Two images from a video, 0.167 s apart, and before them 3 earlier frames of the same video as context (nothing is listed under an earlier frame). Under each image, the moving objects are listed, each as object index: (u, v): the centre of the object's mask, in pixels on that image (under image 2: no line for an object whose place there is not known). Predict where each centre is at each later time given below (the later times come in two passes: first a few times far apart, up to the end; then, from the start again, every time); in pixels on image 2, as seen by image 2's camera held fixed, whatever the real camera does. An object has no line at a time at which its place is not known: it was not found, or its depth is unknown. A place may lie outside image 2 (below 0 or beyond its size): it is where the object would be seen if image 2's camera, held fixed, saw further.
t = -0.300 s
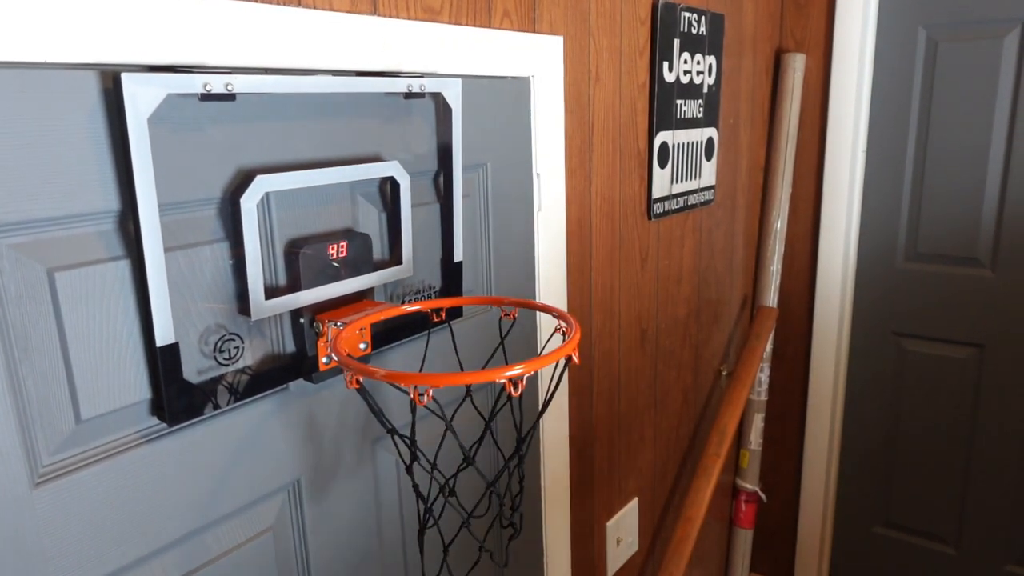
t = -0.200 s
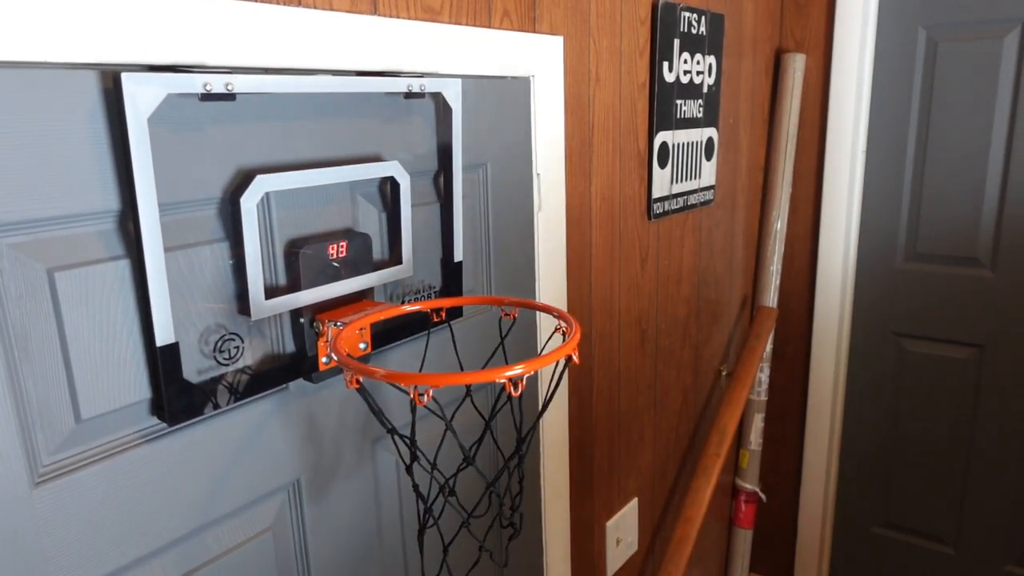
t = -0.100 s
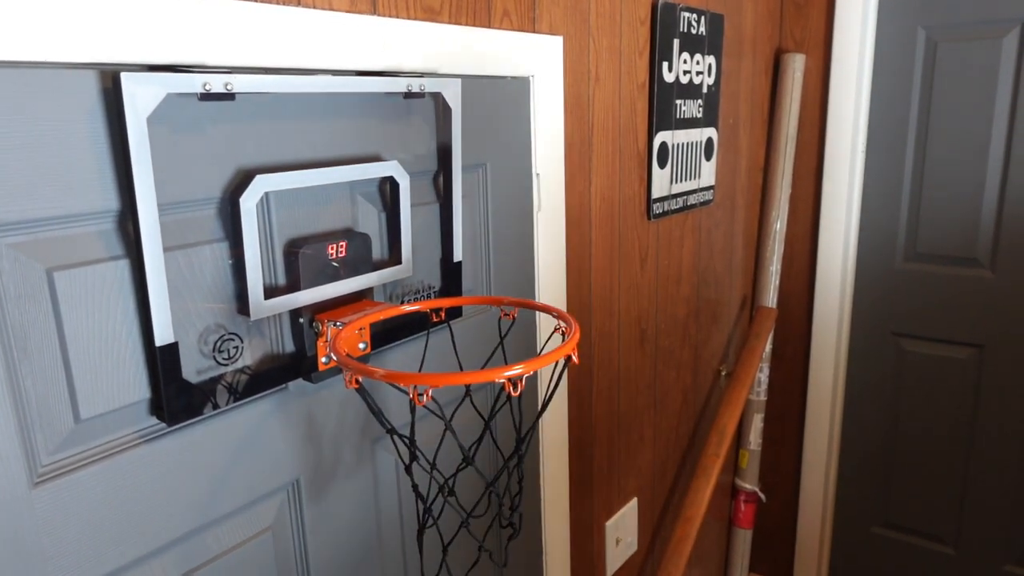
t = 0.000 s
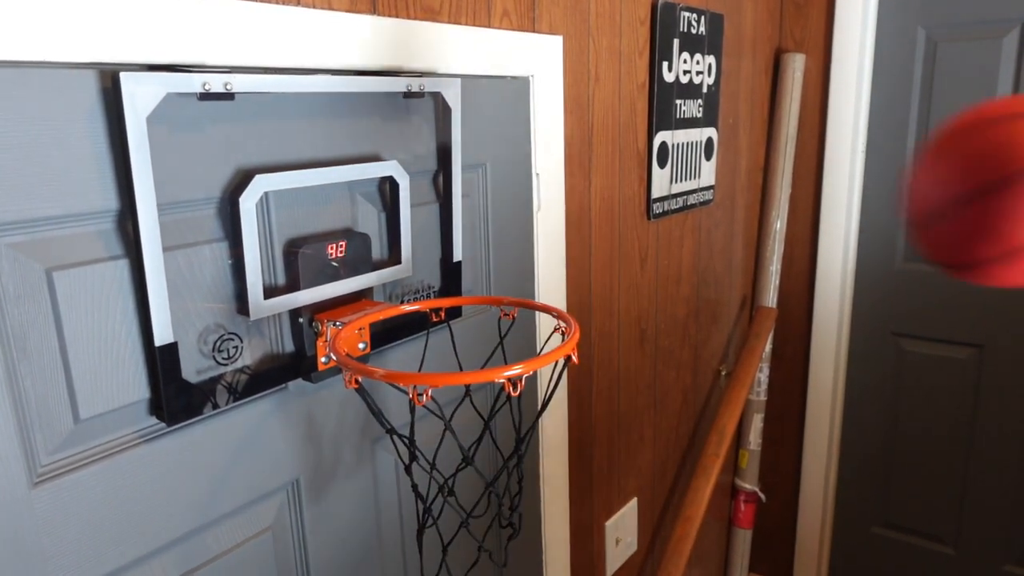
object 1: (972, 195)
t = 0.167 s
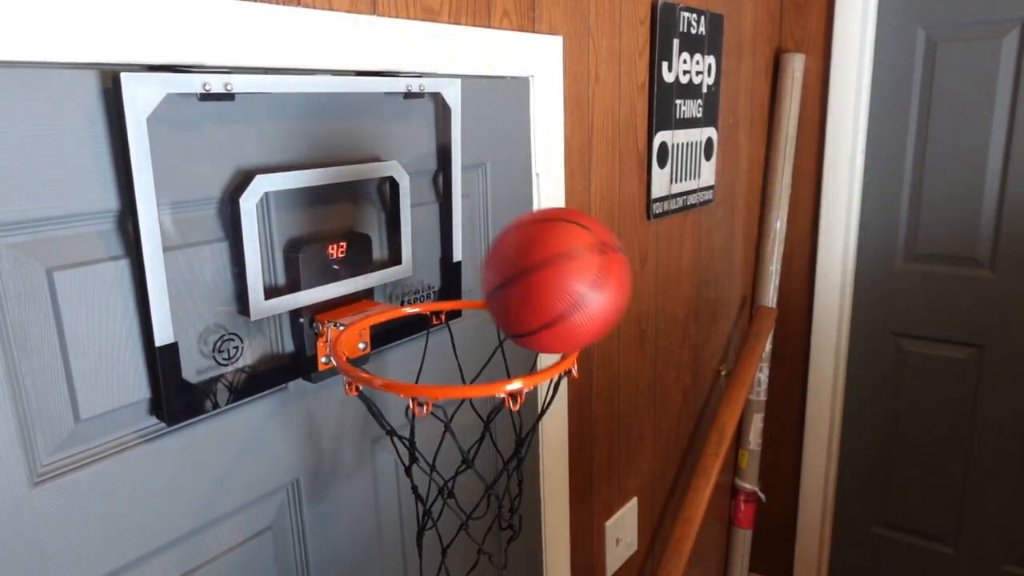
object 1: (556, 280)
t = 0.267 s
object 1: (451, 308)
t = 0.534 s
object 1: (523, 540)
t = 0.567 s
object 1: (533, 550)
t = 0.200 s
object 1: (518, 278)
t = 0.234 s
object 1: (482, 287)
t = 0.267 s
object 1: (451, 308)
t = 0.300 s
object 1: (421, 324)
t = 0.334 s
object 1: (409, 366)
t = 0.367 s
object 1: (433, 393)
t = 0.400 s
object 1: (451, 429)
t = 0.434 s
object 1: (470, 448)
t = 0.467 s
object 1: (488, 476)
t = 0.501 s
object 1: (507, 514)
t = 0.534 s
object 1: (523, 540)
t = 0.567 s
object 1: (533, 550)
